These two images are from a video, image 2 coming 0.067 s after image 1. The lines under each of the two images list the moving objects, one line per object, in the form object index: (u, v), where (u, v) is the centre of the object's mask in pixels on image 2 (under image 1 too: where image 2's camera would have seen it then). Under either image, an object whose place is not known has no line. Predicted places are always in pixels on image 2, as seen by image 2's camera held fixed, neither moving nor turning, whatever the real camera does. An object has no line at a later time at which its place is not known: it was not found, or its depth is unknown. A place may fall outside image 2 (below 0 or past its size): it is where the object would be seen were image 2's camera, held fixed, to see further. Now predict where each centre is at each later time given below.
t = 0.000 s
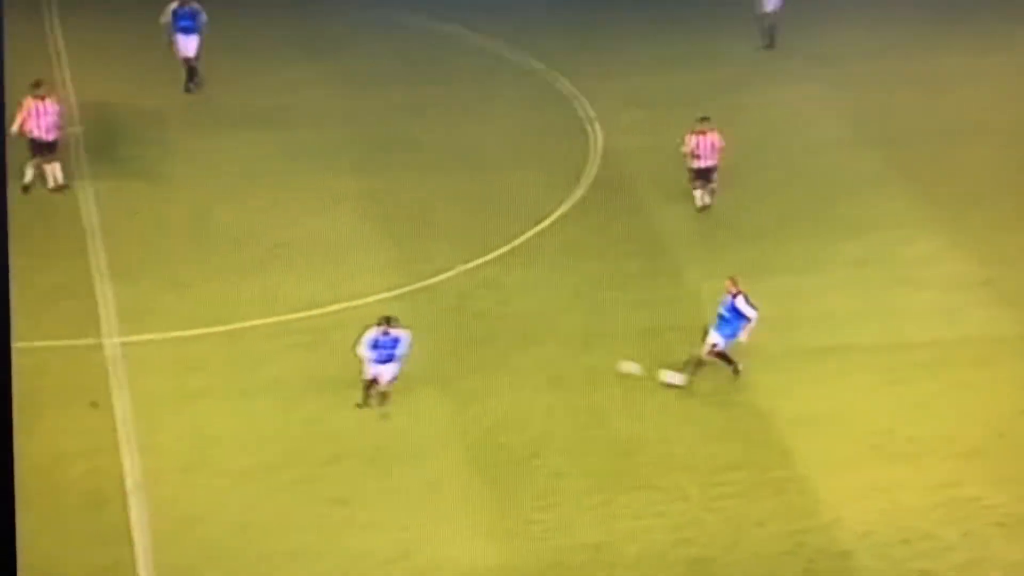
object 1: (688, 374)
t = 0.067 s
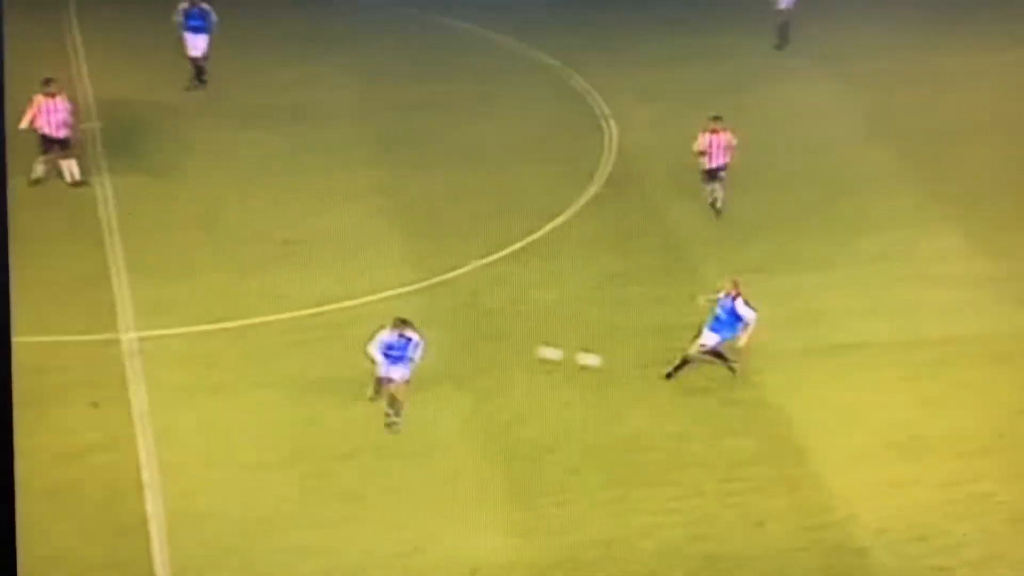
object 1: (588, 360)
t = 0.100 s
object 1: (546, 355)
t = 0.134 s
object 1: (499, 350)
